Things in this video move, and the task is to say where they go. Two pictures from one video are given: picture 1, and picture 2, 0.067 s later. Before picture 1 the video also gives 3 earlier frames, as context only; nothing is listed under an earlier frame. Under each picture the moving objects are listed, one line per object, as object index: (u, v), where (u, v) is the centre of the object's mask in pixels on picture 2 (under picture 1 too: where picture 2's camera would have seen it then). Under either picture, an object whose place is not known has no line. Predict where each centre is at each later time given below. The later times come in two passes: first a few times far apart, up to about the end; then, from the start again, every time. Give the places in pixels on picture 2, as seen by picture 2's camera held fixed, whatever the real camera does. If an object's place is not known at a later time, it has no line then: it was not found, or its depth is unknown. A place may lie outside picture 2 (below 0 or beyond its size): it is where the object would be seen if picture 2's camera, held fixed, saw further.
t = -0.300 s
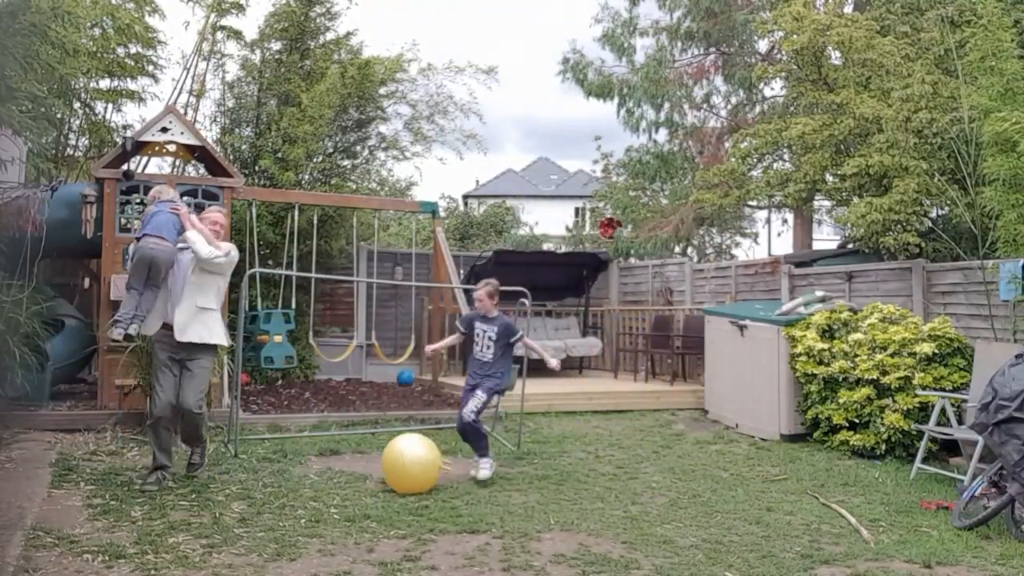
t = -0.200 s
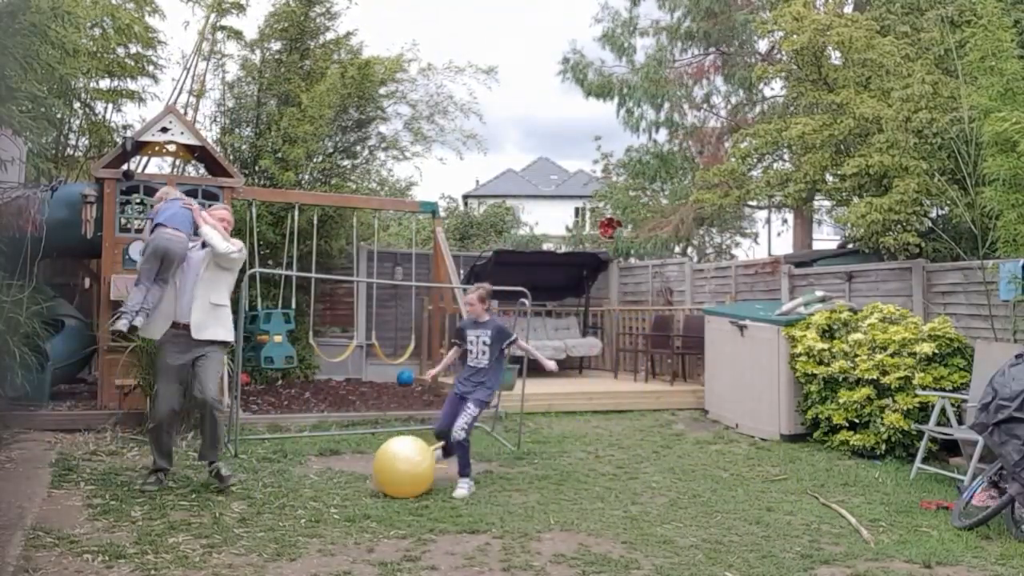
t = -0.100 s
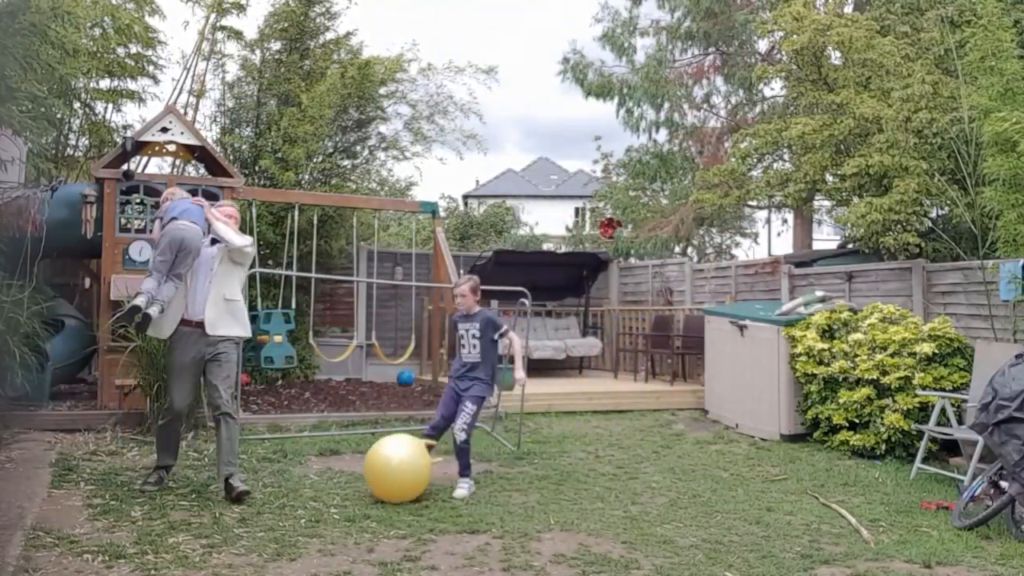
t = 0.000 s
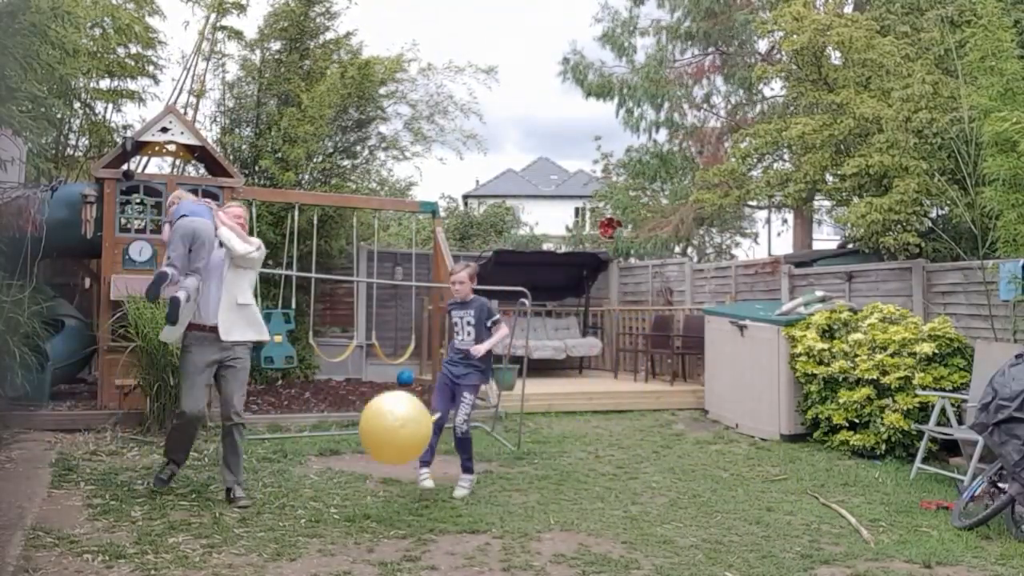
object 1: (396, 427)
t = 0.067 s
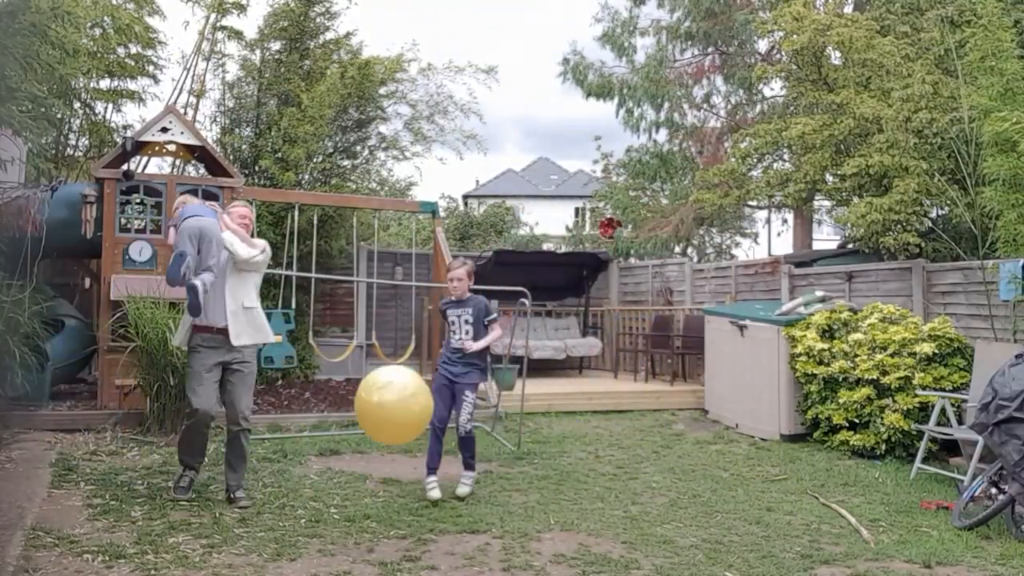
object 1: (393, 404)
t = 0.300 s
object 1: (397, 356)
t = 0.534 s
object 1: (415, 445)
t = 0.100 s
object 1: (393, 394)
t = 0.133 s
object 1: (393, 384)
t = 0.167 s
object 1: (393, 376)
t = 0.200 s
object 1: (393, 368)
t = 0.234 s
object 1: (395, 363)
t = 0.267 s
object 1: (396, 359)
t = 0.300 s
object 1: (397, 356)
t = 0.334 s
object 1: (400, 357)
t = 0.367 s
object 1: (402, 360)
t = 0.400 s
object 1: (403, 366)
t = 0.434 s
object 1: (405, 378)
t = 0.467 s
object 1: (409, 393)
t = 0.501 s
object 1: (412, 416)
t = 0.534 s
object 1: (415, 445)
